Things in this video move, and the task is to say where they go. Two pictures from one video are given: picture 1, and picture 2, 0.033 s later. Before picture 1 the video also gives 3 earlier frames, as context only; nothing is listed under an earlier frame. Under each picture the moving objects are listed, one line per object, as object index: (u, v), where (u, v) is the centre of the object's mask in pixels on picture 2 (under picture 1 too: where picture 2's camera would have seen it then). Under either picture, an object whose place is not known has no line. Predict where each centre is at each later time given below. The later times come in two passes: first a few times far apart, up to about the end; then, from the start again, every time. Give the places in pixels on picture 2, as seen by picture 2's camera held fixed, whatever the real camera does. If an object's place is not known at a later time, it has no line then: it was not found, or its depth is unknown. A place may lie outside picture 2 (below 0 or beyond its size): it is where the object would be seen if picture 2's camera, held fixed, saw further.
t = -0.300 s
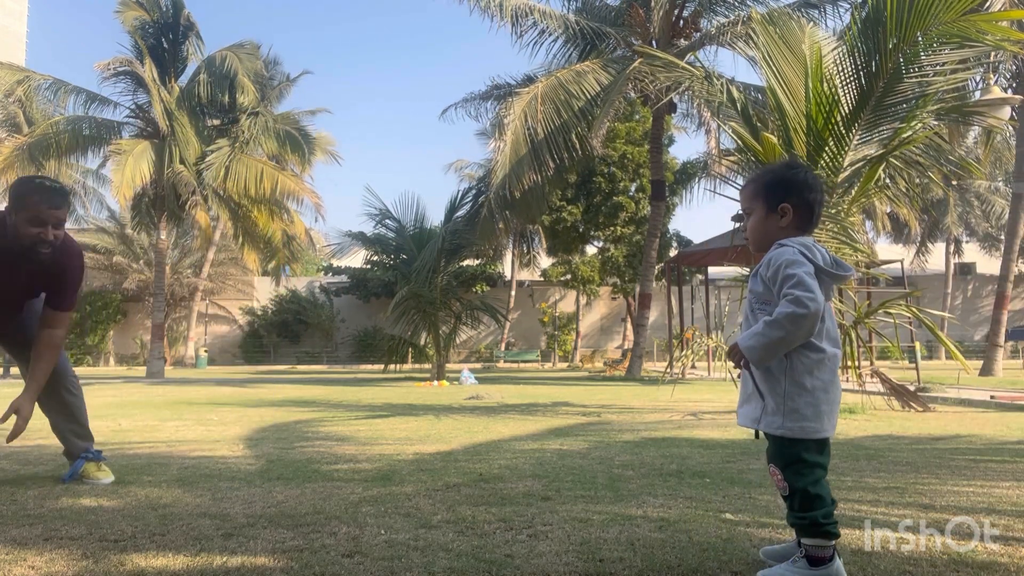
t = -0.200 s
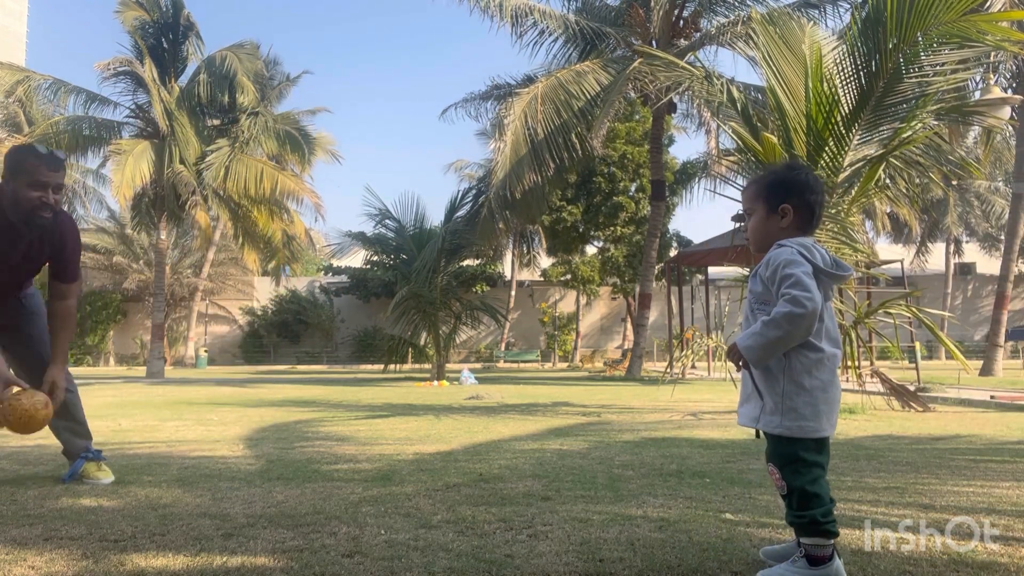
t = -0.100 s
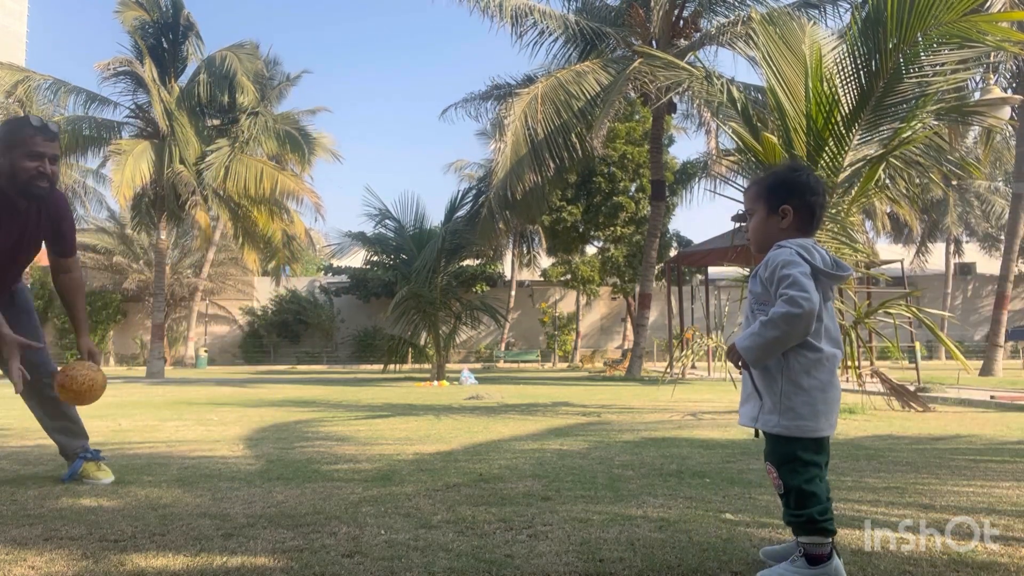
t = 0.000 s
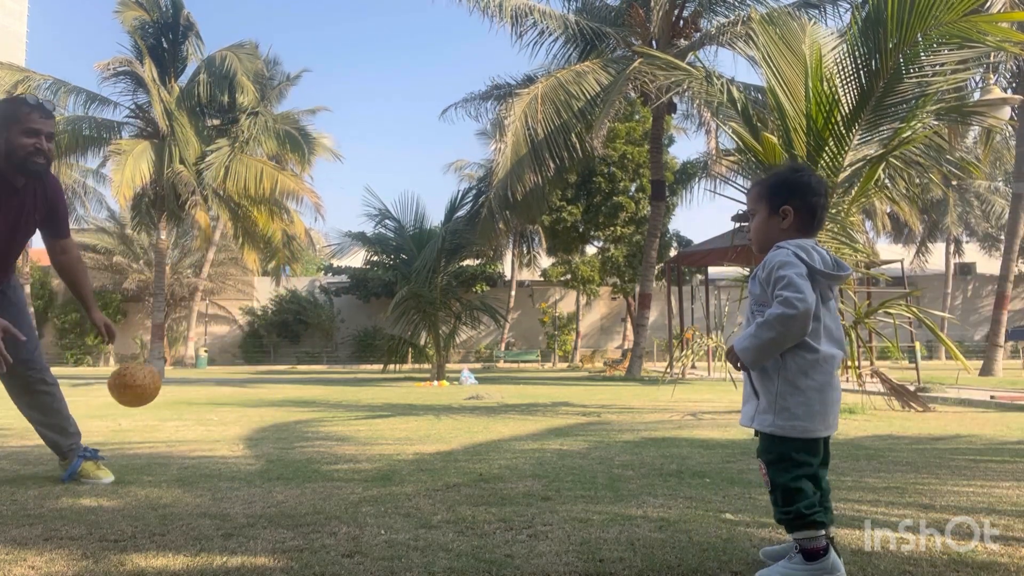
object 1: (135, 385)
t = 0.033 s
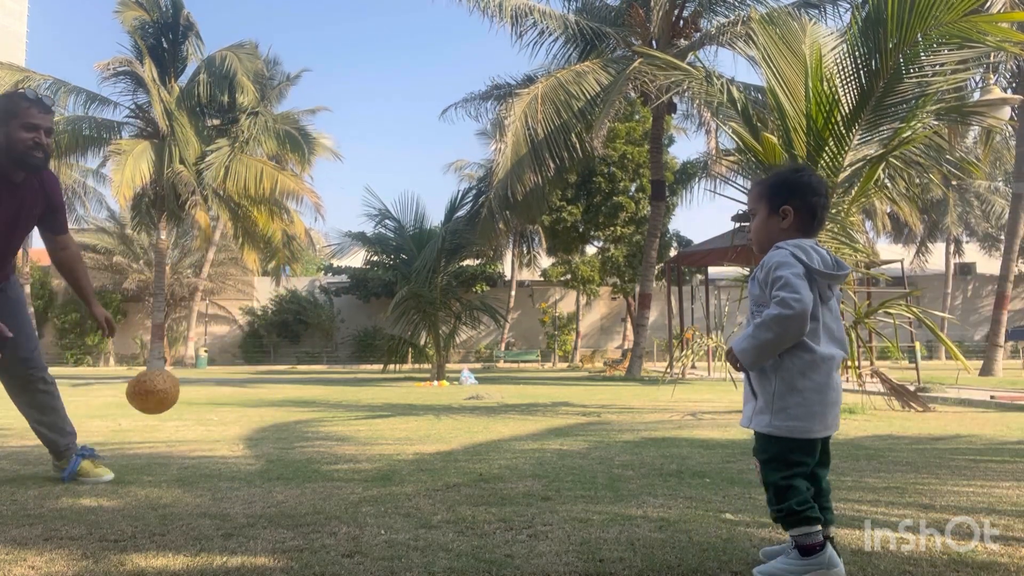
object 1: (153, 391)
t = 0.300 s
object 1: (284, 490)
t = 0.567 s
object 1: (346, 478)
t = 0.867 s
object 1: (419, 494)
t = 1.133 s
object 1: (489, 515)
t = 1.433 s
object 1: (535, 503)
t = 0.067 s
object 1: (172, 402)
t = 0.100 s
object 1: (191, 416)
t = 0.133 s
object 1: (209, 434)
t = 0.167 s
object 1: (228, 455)
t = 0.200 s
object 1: (247, 481)
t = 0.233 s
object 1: (265, 511)
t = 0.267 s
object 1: (275, 510)
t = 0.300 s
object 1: (284, 490)
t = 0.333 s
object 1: (292, 476)
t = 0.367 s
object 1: (299, 465)
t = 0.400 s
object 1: (307, 458)
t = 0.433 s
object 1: (315, 455)
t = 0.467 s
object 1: (322, 454)
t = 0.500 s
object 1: (330, 458)
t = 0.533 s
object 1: (338, 466)
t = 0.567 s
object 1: (346, 478)
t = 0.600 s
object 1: (354, 494)
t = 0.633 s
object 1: (361, 514)
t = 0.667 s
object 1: (369, 518)
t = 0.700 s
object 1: (378, 503)
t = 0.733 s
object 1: (386, 494)
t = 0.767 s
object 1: (394, 488)
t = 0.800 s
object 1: (402, 487)
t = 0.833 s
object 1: (411, 488)
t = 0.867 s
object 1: (419, 494)
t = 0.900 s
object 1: (427, 503)
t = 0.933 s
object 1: (435, 517)
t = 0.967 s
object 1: (444, 514)
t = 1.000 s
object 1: (454, 506)
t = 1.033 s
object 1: (463, 503)
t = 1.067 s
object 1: (472, 503)
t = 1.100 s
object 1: (480, 508)
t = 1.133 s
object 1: (489, 515)
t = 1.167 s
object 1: (495, 511)
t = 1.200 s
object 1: (502, 504)
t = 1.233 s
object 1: (507, 501)
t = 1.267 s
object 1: (513, 503)
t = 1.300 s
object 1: (519, 507)
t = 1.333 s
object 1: (524, 509)
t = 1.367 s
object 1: (527, 503)
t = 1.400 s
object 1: (531, 501)
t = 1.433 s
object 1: (535, 503)
